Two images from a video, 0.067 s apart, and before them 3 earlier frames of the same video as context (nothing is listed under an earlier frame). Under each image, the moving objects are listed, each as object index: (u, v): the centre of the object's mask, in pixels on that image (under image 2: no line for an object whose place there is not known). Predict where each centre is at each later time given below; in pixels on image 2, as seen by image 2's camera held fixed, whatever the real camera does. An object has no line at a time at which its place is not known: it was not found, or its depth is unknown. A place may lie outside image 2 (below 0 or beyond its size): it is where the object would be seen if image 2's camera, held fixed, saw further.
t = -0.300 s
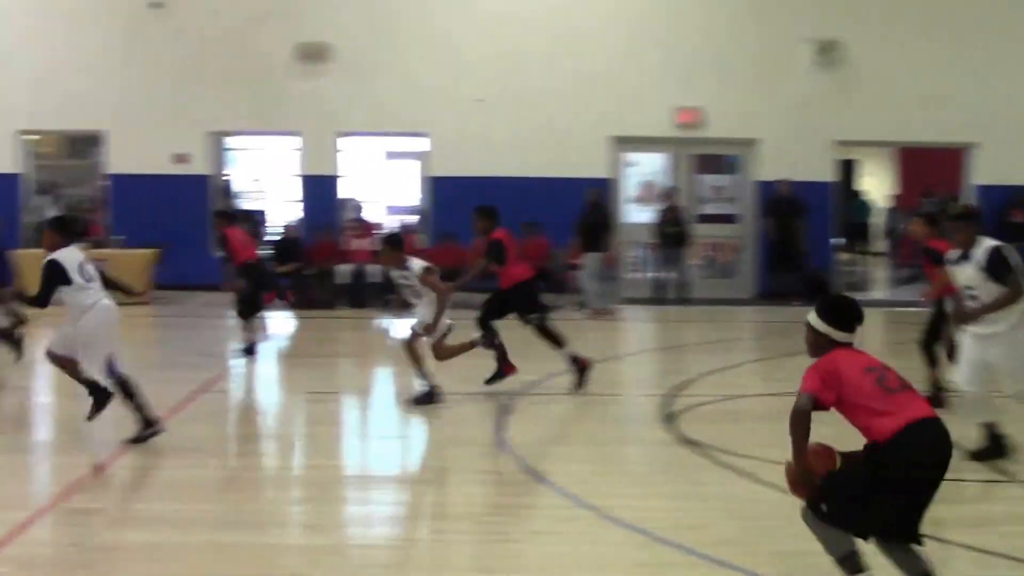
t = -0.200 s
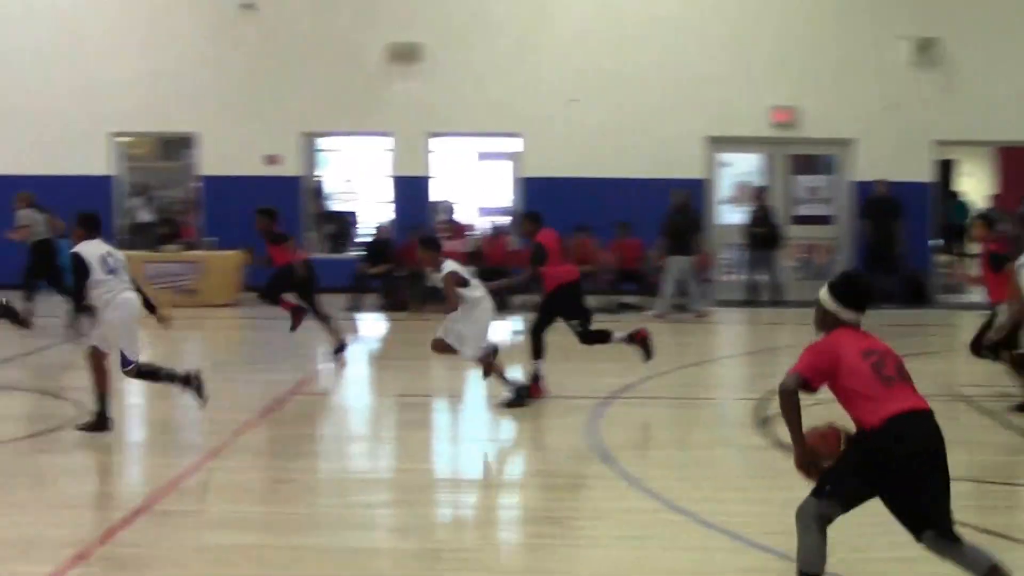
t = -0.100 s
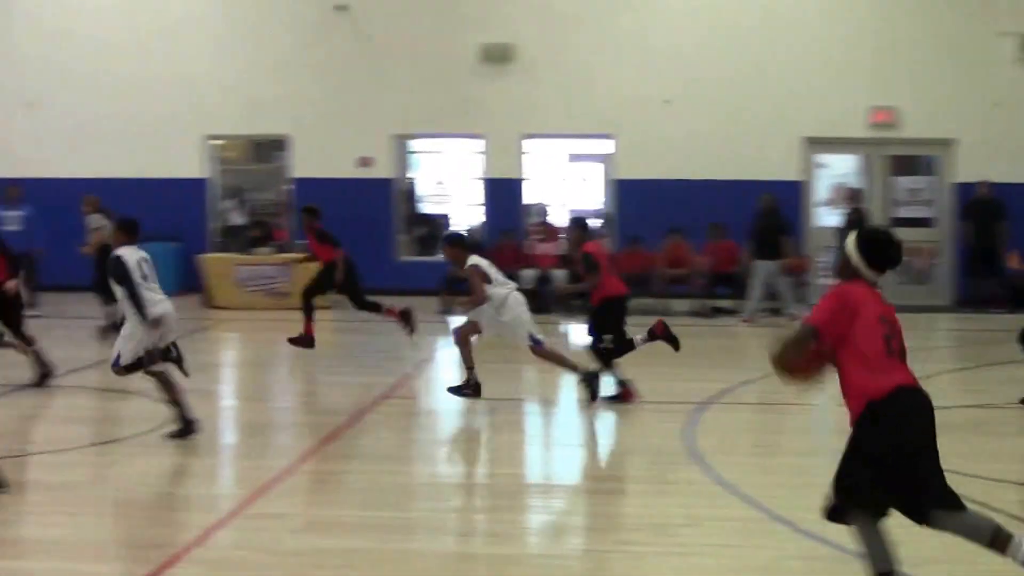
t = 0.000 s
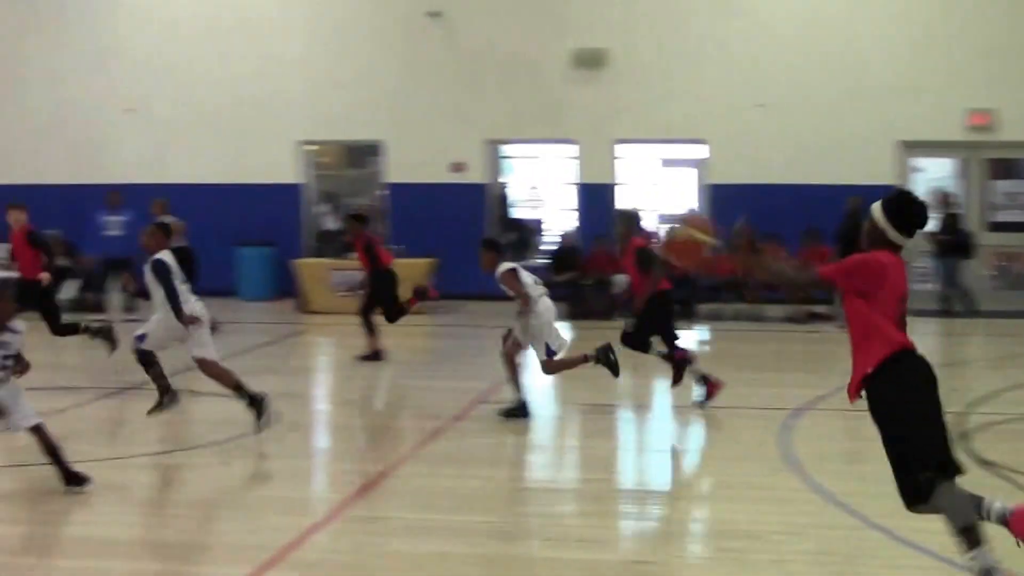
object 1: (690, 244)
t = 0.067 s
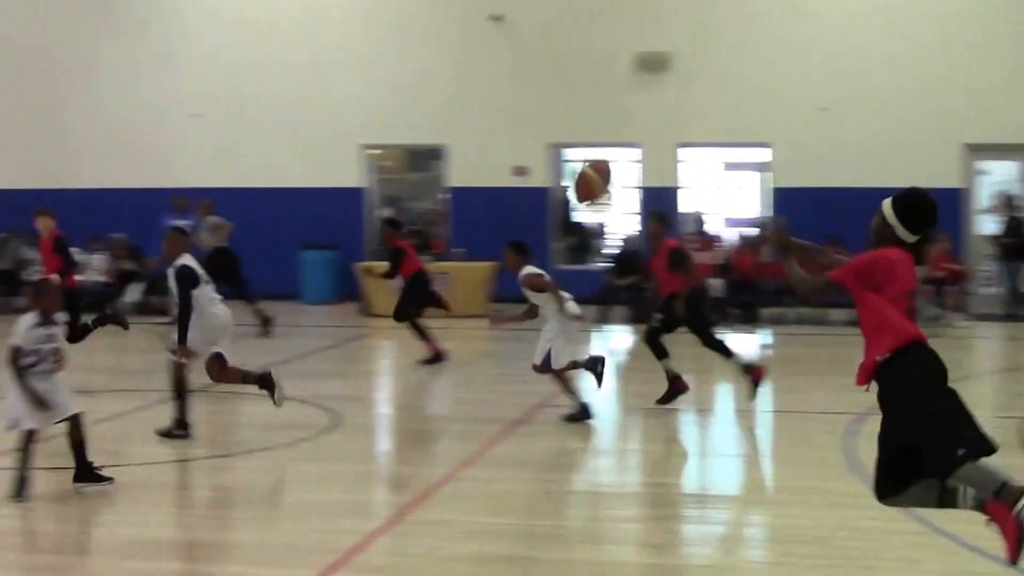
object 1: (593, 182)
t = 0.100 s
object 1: (521, 156)
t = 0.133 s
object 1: (457, 138)
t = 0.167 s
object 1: (396, 120)
